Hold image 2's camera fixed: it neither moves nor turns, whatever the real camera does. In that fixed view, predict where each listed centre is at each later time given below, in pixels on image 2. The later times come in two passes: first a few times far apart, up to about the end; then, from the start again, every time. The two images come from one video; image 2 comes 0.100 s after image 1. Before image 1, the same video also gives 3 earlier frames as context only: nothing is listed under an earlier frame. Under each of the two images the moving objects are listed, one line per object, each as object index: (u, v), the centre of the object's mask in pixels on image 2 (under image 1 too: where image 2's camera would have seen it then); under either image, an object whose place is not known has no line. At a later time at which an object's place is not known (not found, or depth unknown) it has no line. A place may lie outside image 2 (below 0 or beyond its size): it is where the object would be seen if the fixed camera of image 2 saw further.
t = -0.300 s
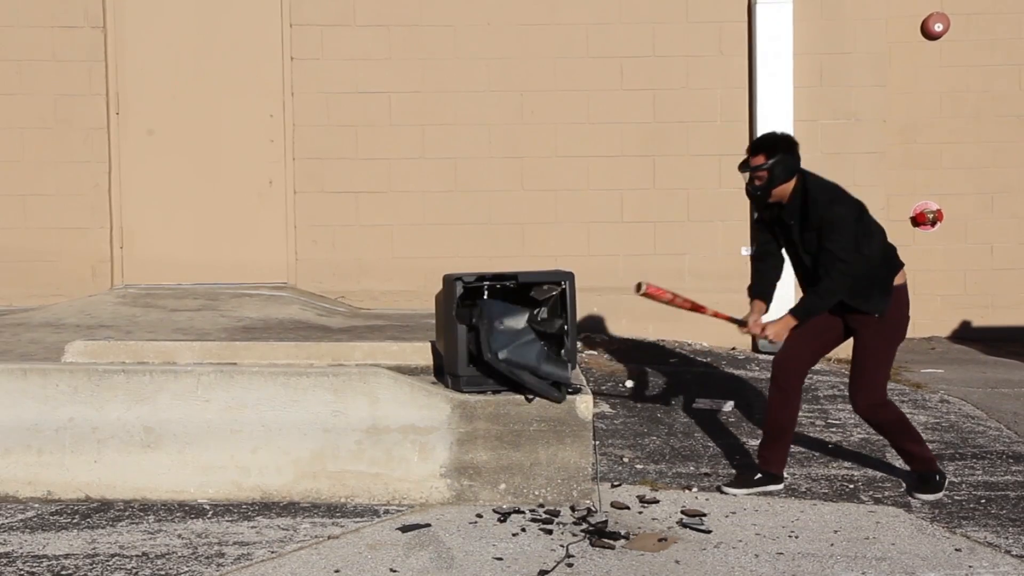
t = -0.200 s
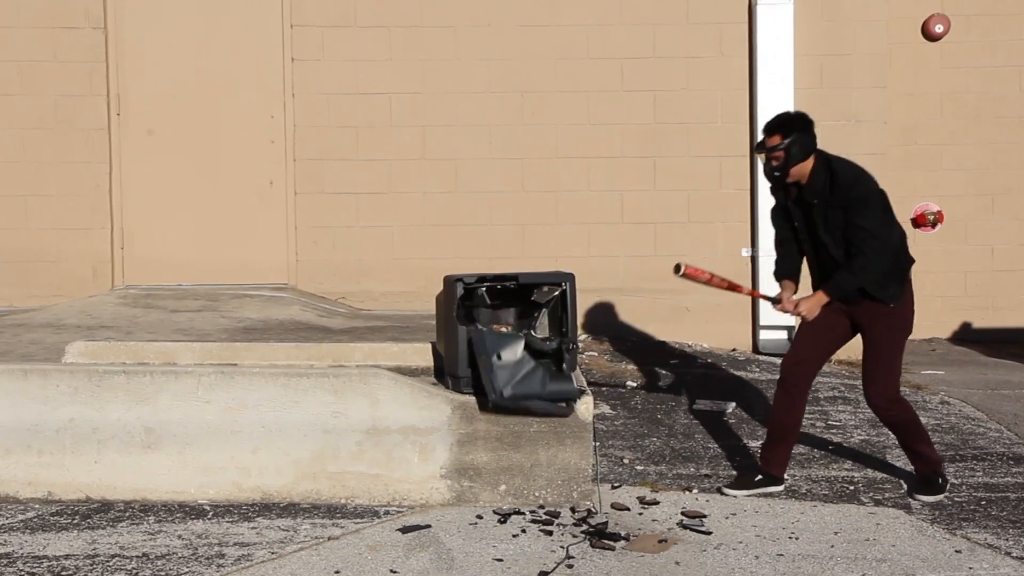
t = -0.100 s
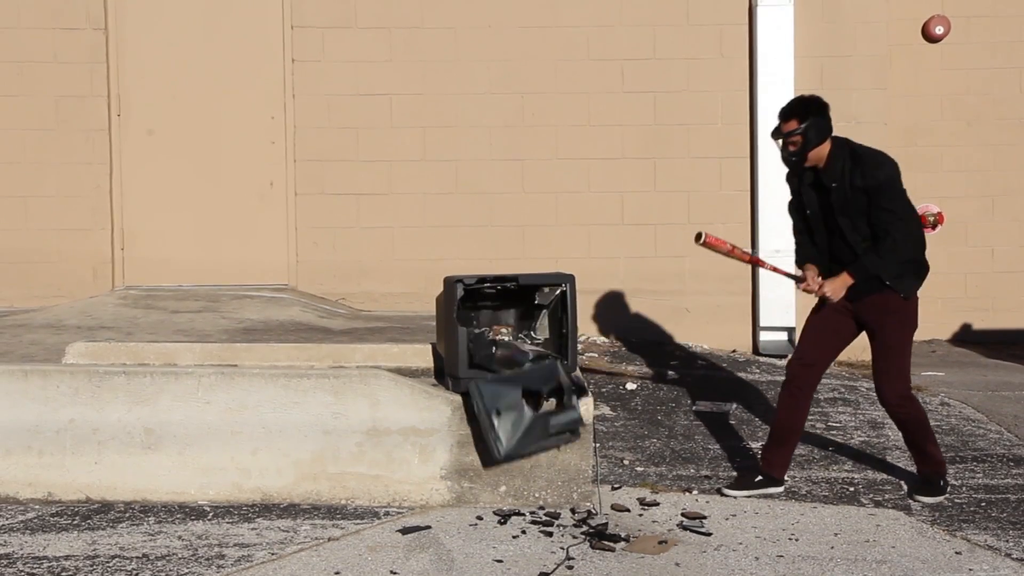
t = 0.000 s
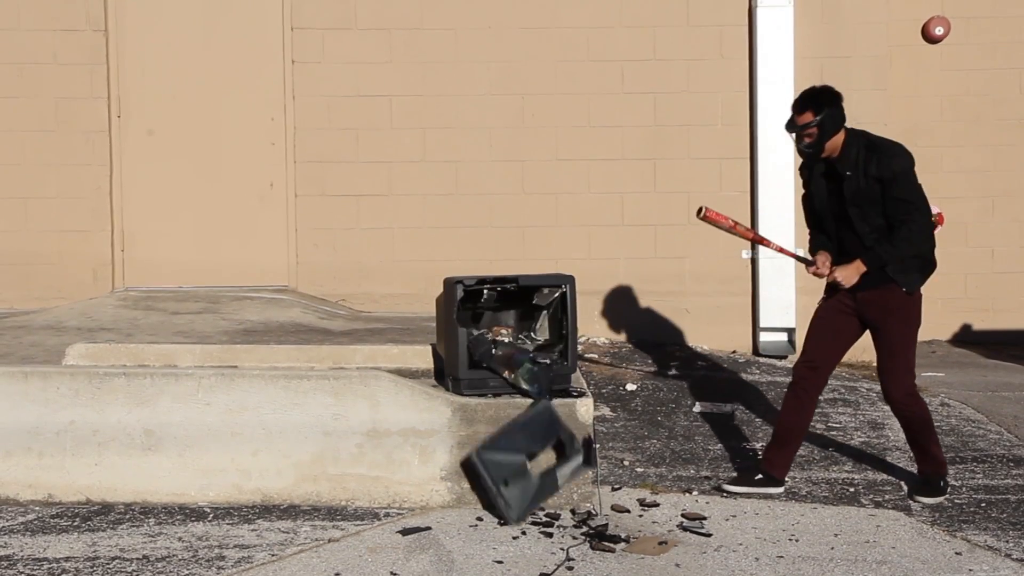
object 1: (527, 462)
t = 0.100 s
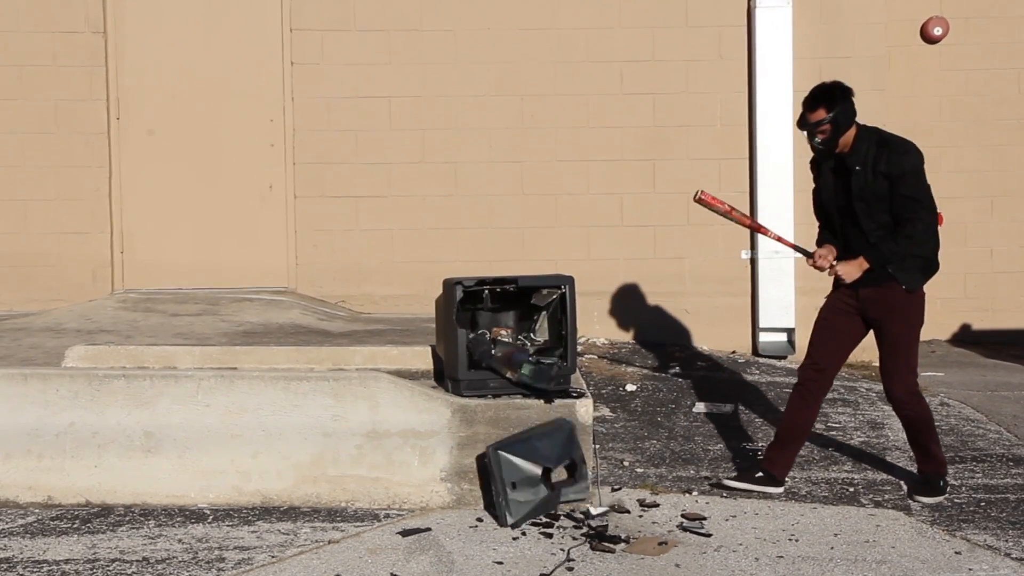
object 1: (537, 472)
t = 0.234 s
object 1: (550, 476)
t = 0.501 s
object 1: (570, 490)
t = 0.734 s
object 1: (587, 510)
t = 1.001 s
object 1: (595, 504)
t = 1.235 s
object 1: (603, 505)
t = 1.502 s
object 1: (605, 507)
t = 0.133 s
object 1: (539, 477)
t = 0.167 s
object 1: (542, 477)
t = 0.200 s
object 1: (547, 476)
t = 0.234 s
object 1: (550, 476)
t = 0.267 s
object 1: (553, 479)
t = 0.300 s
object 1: (554, 479)
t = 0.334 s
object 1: (556, 480)
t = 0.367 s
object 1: (557, 480)
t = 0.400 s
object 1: (560, 482)
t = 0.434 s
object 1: (564, 483)
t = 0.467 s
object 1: (568, 486)
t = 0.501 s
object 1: (570, 490)
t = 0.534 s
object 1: (575, 494)
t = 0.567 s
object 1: (577, 499)
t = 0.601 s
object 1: (579, 503)
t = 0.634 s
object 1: (580, 507)
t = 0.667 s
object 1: (582, 510)
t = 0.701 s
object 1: (583, 511)
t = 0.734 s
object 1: (587, 510)
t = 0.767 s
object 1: (588, 508)
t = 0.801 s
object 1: (591, 507)
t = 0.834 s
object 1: (592, 506)
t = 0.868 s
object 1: (593, 505)
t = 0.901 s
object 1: (594, 505)
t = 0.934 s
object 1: (594, 504)
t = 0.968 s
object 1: (595, 505)
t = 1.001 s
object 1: (595, 504)
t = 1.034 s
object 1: (596, 504)
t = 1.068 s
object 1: (598, 504)
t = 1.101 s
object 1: (599, 504)
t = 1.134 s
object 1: (600, 505)
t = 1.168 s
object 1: (601, 505)
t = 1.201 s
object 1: (602, 505)
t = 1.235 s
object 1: (603, 505)
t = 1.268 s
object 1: (603, 505)
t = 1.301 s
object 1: (604, 506)
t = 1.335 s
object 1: (604, 506)
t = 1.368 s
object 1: (604, 506)
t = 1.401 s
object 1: (604, 506)
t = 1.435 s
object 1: (604, 506)
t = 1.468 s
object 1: (605, 506)
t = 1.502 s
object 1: (605, 507)
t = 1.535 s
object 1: (605, 507)
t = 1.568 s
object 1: (605, 507)
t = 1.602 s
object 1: (605, 507)
